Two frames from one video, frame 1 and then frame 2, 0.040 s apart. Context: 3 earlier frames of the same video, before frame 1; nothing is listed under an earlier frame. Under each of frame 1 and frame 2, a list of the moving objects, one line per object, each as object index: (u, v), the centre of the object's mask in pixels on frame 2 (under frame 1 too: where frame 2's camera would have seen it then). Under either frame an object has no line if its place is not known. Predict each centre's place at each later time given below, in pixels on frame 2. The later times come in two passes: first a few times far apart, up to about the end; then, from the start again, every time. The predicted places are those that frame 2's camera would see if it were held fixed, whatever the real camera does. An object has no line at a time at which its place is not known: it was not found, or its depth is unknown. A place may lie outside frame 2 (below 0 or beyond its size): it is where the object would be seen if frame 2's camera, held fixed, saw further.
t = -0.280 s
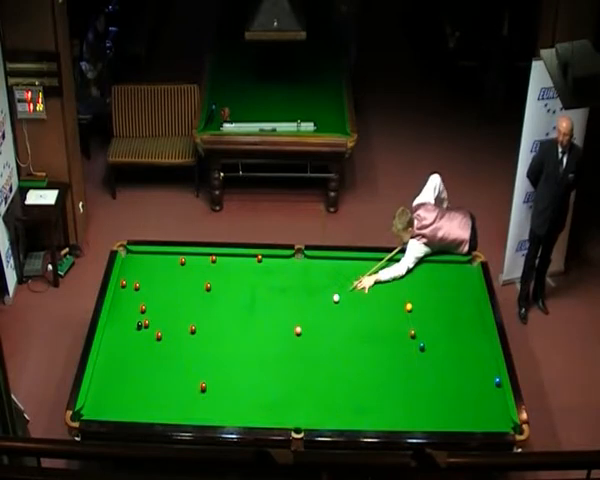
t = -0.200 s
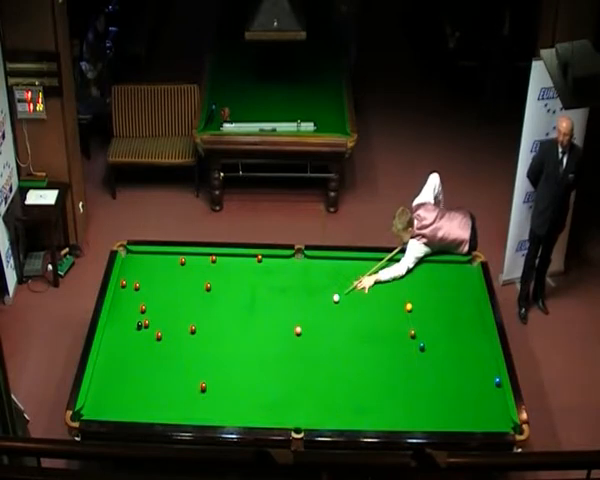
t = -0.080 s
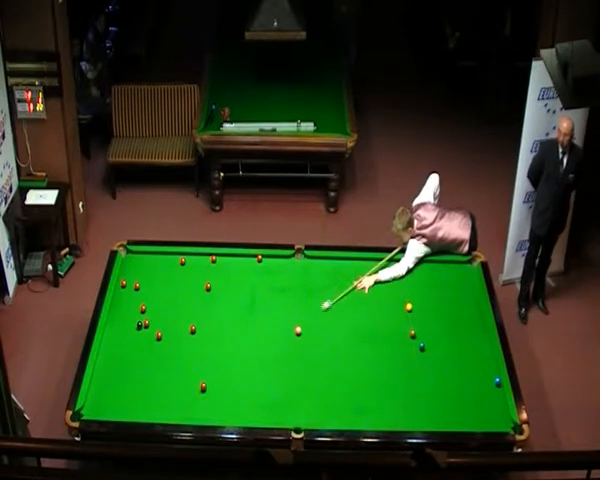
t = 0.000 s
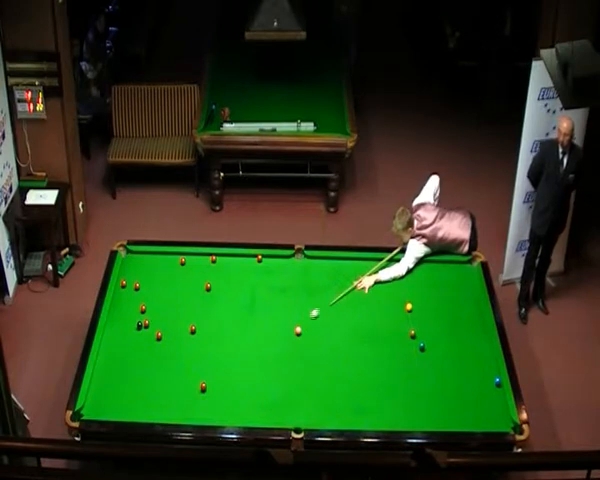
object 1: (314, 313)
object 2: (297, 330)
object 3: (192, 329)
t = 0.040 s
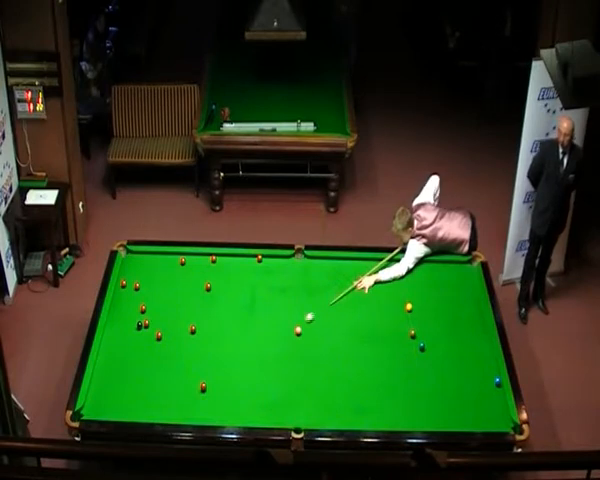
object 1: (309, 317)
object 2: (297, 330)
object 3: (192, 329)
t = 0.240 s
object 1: (286, 326)
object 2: (298, 338)
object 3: (192, 329)
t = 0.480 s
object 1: (268, 326)
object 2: (297, 351)
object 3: (192, 329)
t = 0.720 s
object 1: (250, 327)
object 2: (297, 365)
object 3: (192, 329)
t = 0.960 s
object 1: (233, 327)
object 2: (297, 379)
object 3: (192, 329)
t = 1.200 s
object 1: (217, 327)
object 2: (297, 392)
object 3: (192, 329)
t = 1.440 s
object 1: (201, 328)
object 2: (297, 405)
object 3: (192, 329)
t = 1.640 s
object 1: (197, 327)
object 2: (296, 415)
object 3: (185, 330)
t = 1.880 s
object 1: (194, 327)
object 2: (295, 430)
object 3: (176, 331)
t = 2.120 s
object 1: (192, 326)
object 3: (168, 331)
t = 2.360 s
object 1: (190, 325)
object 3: (162, 331)
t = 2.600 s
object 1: (189, 325)
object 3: (158, 330)
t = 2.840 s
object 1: (188, 325)
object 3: (155, 328)
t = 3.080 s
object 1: (188, 325)
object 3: (153, 326)
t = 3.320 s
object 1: (188, 325)
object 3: (150, 326)
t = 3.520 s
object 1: (188, 325)
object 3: (150, 325)
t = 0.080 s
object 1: (304, 320)
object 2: (297, 330)
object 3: (192, 329)
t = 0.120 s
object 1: (299, 323)
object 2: (297, 331)
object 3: (192, 329)
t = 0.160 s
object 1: (294, 325)
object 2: (298, 332)
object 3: (192, 329)
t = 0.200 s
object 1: (290, 326)
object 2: (298, 335)
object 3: (192, 329)
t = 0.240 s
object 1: (286, 326)
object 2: (298, 338)
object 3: (192, 329)
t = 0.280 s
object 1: (283, 326)
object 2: (297, 340)
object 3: (192, 329)
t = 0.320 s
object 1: (280, 326)
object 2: (298, 342)
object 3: (192, 329)
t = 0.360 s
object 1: (277, 326)
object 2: (297, 344)
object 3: (192, 329)
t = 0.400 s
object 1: (274, 326)
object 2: (297, 347)
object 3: (192, 329)
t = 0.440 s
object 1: (271, 326)
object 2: (297, 349)
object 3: (192, 329)
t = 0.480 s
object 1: (268, 326)
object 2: (297, 351)
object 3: (192, 329)
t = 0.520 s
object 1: (265, 326)
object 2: (297, 353)
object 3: (192, 329)
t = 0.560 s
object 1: (262, 326)
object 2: (297, 356)
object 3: (192, 329)
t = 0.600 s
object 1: (259, 326)
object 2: (297, 358)
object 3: (192, 329)
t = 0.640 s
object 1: (256, 326)
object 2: (297, 360)
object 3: (192, 329)
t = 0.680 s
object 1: (253, 327)
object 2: (297, 362)
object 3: (192, 329)
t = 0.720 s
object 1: (250, 327)
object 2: (297, 365)
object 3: (192, 329)
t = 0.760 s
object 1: (247, 327)
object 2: (297, 367)
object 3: (192, 329)
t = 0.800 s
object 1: (244, 327)
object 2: (297, 369)
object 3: (192, 329)
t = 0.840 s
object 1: (242, 327)
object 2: (297, 372)
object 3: (192, 329)
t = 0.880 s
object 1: (239, 327)
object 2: (297, 374)
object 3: (192, 329)
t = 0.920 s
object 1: (236, 327)
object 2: (297, 376)
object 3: (192, 329)
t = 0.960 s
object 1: (233, 327)
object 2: (297, 379)
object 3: (192, 329)
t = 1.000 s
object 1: (231, 327)
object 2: (297, 380)
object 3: (192, 329)
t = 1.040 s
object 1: (228, 327)
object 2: (297, 382)
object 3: (192, 329)
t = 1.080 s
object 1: (225, 327)
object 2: (297, 385)
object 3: (192, 329)
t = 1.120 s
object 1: (222, 327)
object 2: (297, 387)
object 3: (192, 329)
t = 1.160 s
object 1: (220, 327)
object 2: (297, 389)
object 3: (192, 329)
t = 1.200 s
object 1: (217, 327)
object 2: (297, 392)
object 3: (192, 329)
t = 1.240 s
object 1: (214, 327)
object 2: (297, 393)
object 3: (192, 329)
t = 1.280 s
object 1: (212, 327)
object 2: (297, 396)
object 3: (192, 329)
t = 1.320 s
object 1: (209, 328)
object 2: (297, 398)
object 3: (192, 329)
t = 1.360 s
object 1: (207, 328)
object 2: (297, 400)
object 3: (192, 329)
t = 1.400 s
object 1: (204, 328)
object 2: (297, 402)
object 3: (192, 329)
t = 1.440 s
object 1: (201, 328)
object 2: (297, 405)
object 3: (192, 329)
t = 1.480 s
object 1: (199, 328)
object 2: (296, 407)
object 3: (192, 329)
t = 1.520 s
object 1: (198, 328)
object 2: (296, 409)
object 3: (190, 329)
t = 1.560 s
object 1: (198, 328)
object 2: (296, 411)
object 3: (188, 329)
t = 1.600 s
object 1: (197, 328)
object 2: (296, 413)
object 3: (187, 329)
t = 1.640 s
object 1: (197, 327)
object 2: (296, 415)
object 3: (185, 330)
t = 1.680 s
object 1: (196, 327)
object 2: (296, 418)
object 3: (184, 330)
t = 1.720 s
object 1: (196, 327)
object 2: (296, 419)
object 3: (182, 330)
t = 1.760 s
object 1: (195, 327)
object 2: (296, 422)
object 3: (181, 330)
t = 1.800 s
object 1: (195, 327)
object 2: (296, 425)
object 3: (179, 330)
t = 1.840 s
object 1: (195, 326)
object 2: (296, 427)
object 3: (178, 330)
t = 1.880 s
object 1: (194, 327)
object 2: (295, 430)
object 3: (176, 331)
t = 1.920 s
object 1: (194, 326)
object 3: (175, 331)
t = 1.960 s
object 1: (193, 326)
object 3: (173, 331)
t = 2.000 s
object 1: (193, 326)
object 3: (172, 331)
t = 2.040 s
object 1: (193, 326)
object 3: (171, 331)
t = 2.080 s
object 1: (192, 326)
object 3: (169, 331)
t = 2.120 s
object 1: (192, 326)
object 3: (168, 331)
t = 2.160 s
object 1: (191, 326)
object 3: (167, 331)
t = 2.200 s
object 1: (191, 326)
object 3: (165, 332)
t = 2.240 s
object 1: (191, 326)
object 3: (163, 332)
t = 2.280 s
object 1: (191, 326)
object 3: (163, 331)
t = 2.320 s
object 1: (190, 325)
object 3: (162, 331)
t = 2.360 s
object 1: (190, 325)
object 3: (162, 331)
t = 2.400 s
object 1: (190, 326)
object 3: (161, 331)
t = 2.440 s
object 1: (190, 325)
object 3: (161, 331)
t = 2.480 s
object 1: (189, 325)
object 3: (160, 330)
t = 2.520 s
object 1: (189, 325)
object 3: (159, 330)
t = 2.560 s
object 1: (189, 325)
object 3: (158, 330)
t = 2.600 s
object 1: (189, 325)
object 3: (158, 330)
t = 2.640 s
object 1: (189, 325)
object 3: (157, 330)
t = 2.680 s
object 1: (189, 325)
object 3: (157, 330)
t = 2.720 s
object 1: (189, 325)
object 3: (156, 329)
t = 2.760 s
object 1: (189, 325)
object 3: (156, 329)
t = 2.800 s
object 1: (188, 325)
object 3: (155, 328)
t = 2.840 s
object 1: (188, 325)
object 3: (155, 328)
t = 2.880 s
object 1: (188, 325)
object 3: (155, 328)
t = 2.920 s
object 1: (188, 325)
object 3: (154, 327)
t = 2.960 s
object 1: (188, 325)
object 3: (153, 327)
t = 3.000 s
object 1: (188, 325)
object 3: (153, 327)
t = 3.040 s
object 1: (188, 325)
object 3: (153, 327)
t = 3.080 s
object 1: (188, 325)
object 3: (153, 326)
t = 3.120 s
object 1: (188, 325)
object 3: (152, 327)
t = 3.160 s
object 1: (188, 325)
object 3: (151, 326)
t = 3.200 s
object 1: (188, 325)
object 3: (151, 326)
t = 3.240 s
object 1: (188, 325)
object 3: (151, 326)
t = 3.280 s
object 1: (188, 325)
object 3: (151, 326)
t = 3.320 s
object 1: (188, 325)
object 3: (150, 326)
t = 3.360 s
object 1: (188, 325)
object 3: (150, 326)
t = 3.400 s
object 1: (188, 325)
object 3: (150, 326)
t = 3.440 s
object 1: (188, 325)
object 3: (150, 326)
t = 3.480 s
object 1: (188, 325)
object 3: (150, 326)
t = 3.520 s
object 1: (188, 325)
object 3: (150, 325)
